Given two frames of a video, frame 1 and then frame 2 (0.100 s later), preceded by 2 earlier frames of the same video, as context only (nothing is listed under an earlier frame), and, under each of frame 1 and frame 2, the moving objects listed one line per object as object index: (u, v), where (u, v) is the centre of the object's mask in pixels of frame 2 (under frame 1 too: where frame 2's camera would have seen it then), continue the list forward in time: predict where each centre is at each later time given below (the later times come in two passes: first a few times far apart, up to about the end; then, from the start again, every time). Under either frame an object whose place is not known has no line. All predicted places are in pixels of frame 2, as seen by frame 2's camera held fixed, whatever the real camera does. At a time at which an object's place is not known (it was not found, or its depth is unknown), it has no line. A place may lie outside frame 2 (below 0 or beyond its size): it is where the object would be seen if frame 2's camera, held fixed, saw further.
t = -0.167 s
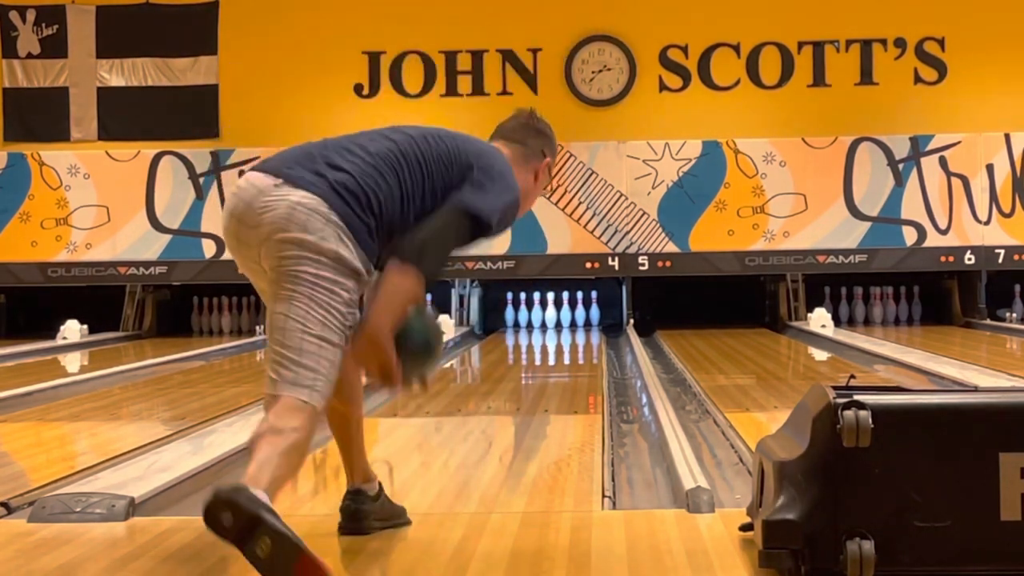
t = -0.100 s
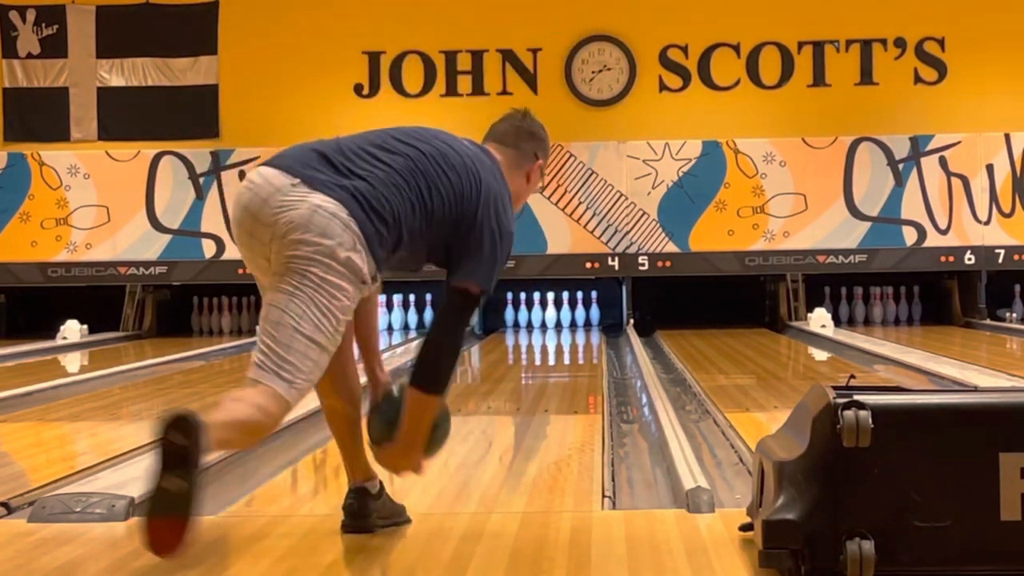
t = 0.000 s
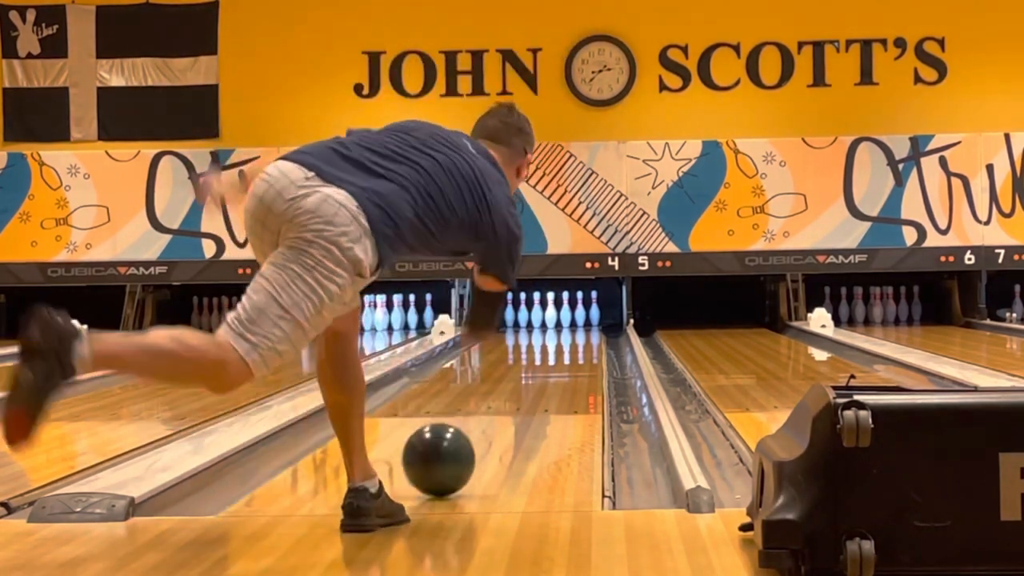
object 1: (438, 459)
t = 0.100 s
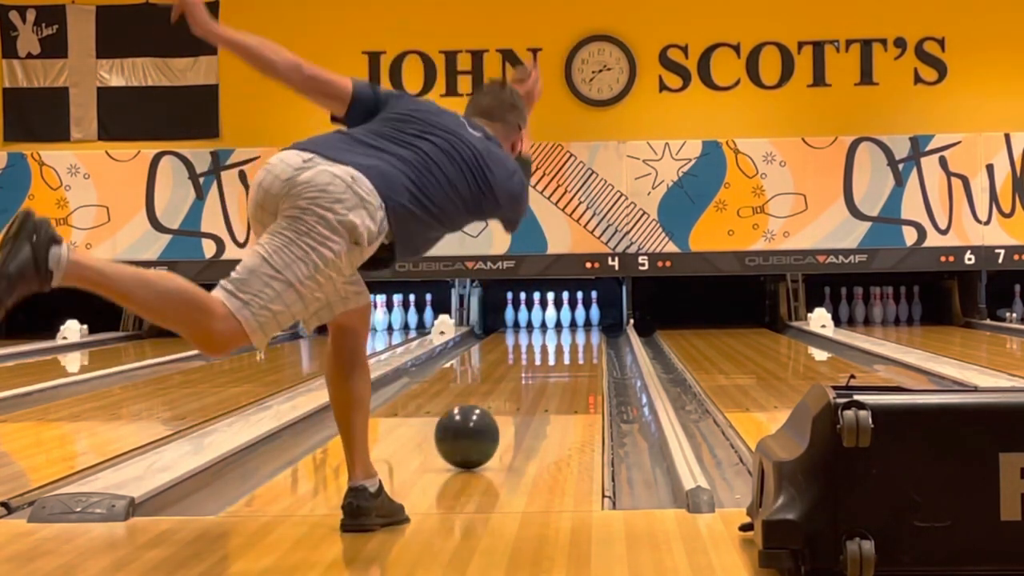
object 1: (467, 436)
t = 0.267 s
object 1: (501, 409)
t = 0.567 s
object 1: (540, 377)
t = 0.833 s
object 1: (562, 357)
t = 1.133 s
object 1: (575, 342)
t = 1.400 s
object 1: (581, 333)
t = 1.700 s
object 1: (578, 325)
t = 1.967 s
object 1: (566, 320)
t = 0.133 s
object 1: (475, 430)
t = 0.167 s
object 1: (482, 424)
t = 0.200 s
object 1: (489, 419)
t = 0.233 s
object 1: (495, 414)
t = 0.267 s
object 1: (501, 409)
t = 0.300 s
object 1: (507, 404)
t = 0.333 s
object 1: (512, 400)
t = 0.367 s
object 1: (517, 396)
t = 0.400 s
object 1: (521, 392)
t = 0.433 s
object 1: (525, 389)
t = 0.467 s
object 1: (529, 386)
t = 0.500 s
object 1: (533, 383)
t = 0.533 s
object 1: (537, 379)
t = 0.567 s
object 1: (540, 377)
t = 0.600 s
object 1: (544, 374)
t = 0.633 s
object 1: (546, 372)
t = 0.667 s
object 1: (549, 368)
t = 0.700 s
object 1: (552, 365)
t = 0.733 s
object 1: (555, 363)
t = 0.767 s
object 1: (557, 361)
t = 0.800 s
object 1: (560, 360)
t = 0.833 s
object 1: (562, 357)
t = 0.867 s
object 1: (563, 355)
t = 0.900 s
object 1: (565, 354)
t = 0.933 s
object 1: (567, 352)
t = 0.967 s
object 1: (569, 350)
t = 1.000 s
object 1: (570, 348)
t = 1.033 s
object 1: (572, 346)
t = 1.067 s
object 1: (573, 344)
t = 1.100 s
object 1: (574, 343)
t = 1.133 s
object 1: (575, 342)
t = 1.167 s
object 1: (576, 341)
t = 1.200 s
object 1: (577, 340)
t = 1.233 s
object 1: (578, 339)
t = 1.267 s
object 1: (579, 338)
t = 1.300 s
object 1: (580, 336)
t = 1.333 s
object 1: (580, 335)
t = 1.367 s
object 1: (581, 334)
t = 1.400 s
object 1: (581, 333)
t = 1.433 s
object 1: (581, 332)
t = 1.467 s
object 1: (581, 331)
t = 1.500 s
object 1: (581, 330)
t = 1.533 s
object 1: (581, 329)
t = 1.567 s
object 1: (581, 329)
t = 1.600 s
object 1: (580, 328)
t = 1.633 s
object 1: (580, 327)
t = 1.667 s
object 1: (579, 326)
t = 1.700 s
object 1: (578, 325)
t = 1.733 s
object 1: (577, 325)
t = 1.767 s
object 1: (576, 324)
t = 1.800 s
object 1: (574, 323)
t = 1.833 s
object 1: (573, 322)
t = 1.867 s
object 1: (571, 322)
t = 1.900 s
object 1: (569, 321)
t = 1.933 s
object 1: (568, 321)
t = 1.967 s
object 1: (566, 320)
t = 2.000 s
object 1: (565, 319)
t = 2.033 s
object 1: (561, 319)
